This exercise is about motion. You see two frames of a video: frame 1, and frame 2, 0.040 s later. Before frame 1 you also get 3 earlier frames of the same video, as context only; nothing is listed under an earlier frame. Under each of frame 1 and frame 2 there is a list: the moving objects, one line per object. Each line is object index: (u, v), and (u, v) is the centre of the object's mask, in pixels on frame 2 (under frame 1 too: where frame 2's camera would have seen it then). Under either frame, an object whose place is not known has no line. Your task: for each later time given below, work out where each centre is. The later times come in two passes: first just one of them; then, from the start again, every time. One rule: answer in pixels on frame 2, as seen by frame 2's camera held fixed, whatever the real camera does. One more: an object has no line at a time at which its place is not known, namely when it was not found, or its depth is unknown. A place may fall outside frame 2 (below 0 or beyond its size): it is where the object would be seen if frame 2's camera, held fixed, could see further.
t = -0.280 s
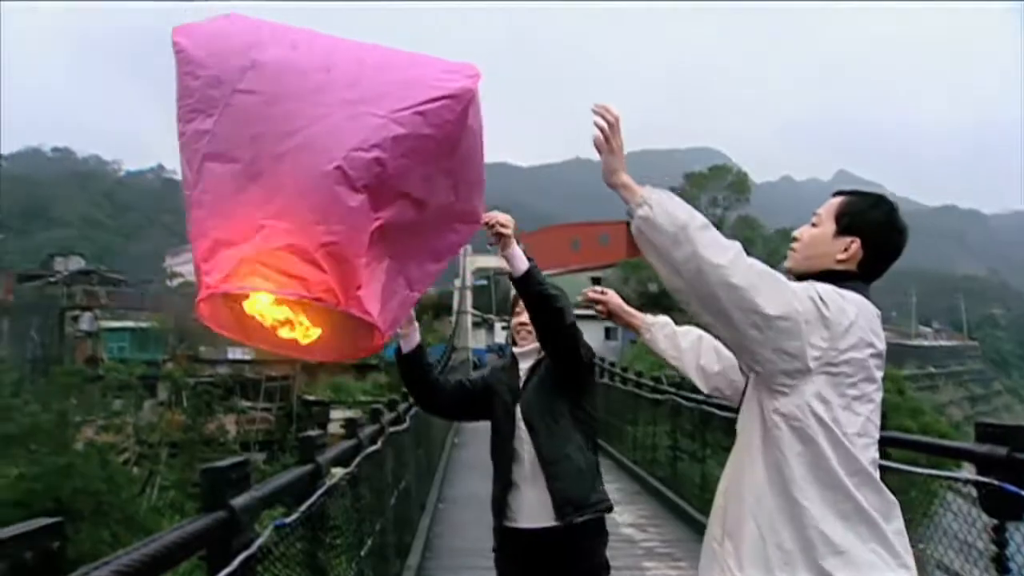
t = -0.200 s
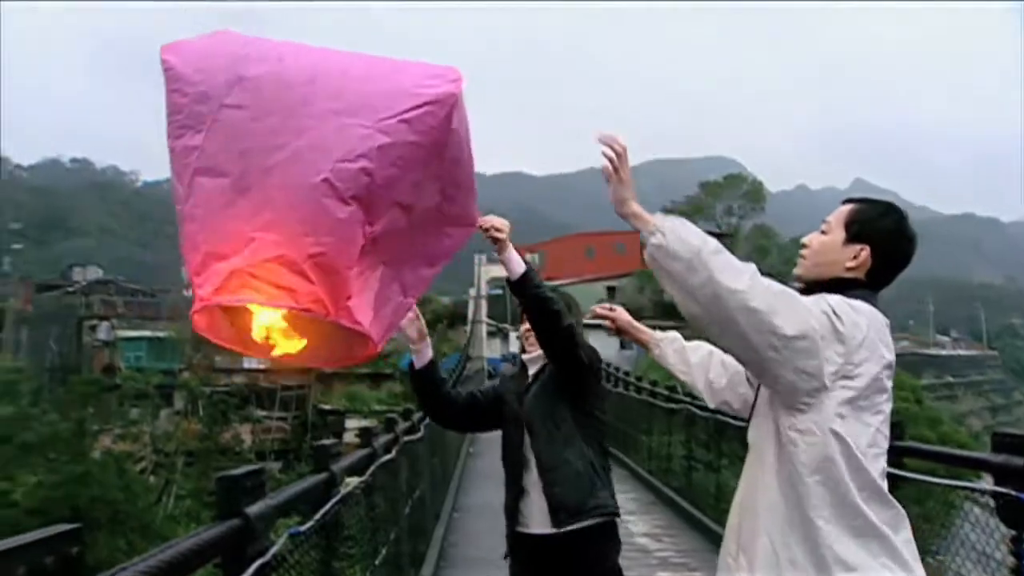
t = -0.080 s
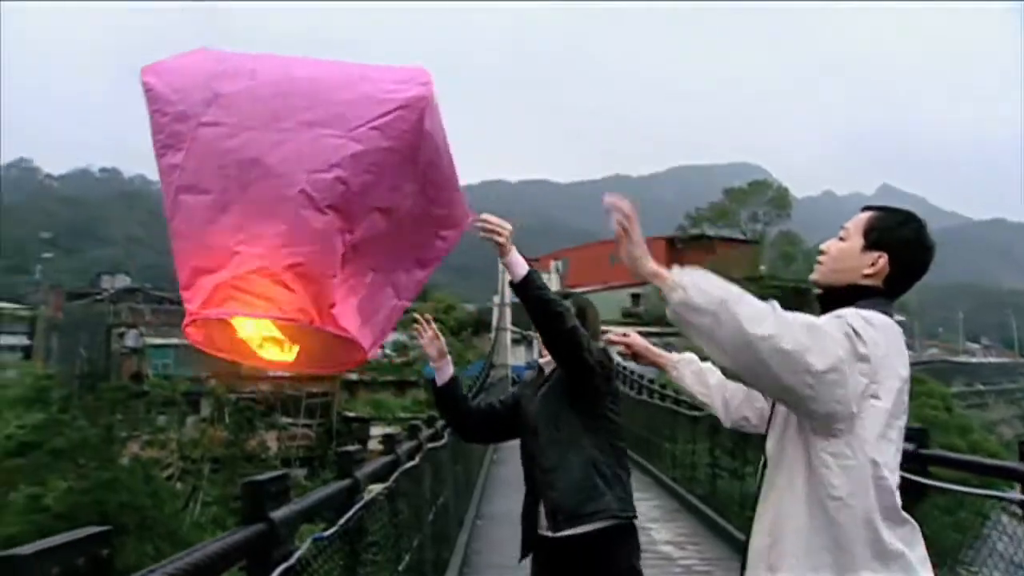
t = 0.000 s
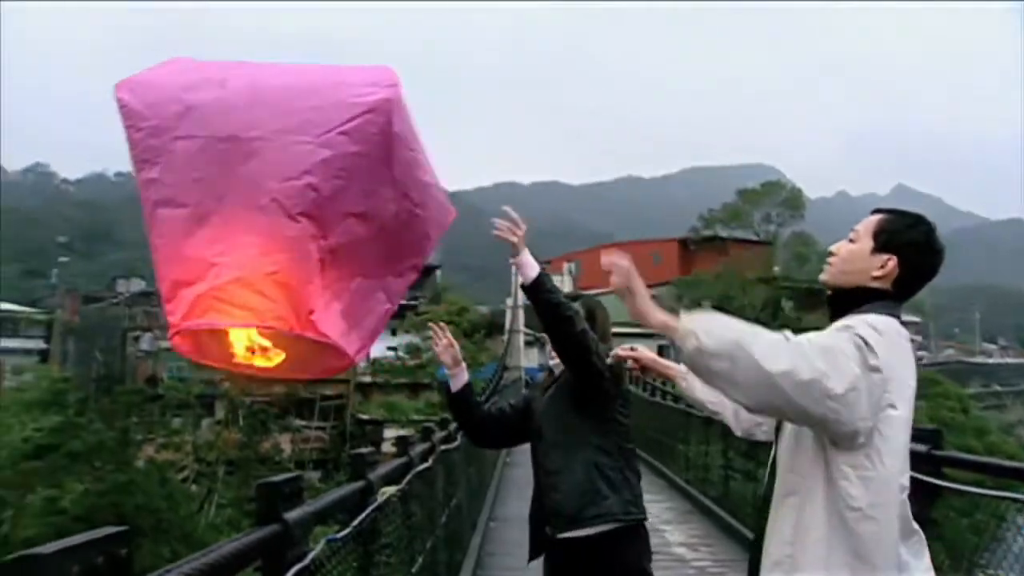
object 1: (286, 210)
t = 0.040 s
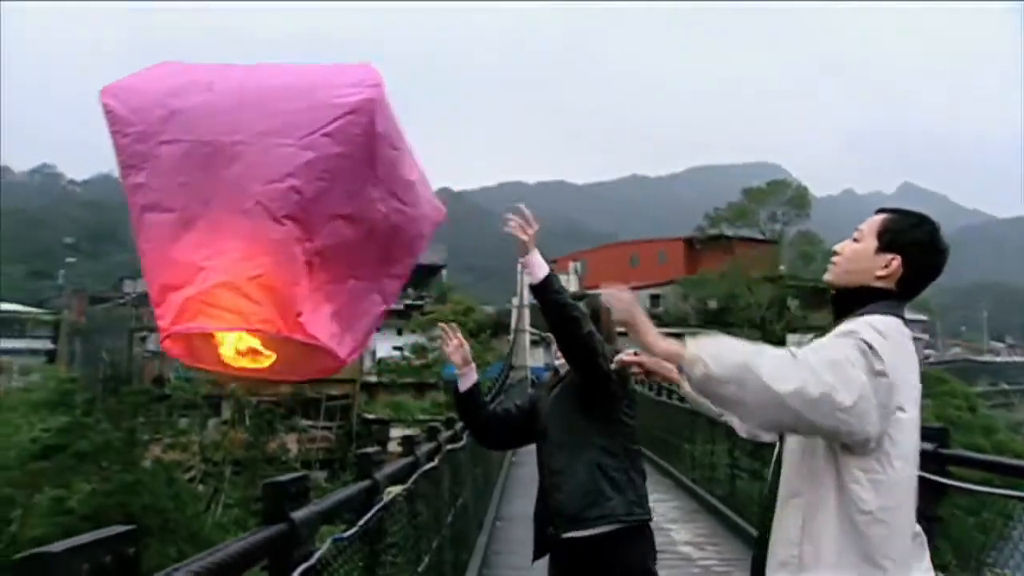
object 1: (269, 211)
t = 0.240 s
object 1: (168, 216)
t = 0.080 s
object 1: (249, 211)
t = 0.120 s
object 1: (231, 212)
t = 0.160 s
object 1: (211, 213)
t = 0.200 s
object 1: (190, 215)
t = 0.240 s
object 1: (168, 216)
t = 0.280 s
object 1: (148, 216)
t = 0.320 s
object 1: (126, 218)
